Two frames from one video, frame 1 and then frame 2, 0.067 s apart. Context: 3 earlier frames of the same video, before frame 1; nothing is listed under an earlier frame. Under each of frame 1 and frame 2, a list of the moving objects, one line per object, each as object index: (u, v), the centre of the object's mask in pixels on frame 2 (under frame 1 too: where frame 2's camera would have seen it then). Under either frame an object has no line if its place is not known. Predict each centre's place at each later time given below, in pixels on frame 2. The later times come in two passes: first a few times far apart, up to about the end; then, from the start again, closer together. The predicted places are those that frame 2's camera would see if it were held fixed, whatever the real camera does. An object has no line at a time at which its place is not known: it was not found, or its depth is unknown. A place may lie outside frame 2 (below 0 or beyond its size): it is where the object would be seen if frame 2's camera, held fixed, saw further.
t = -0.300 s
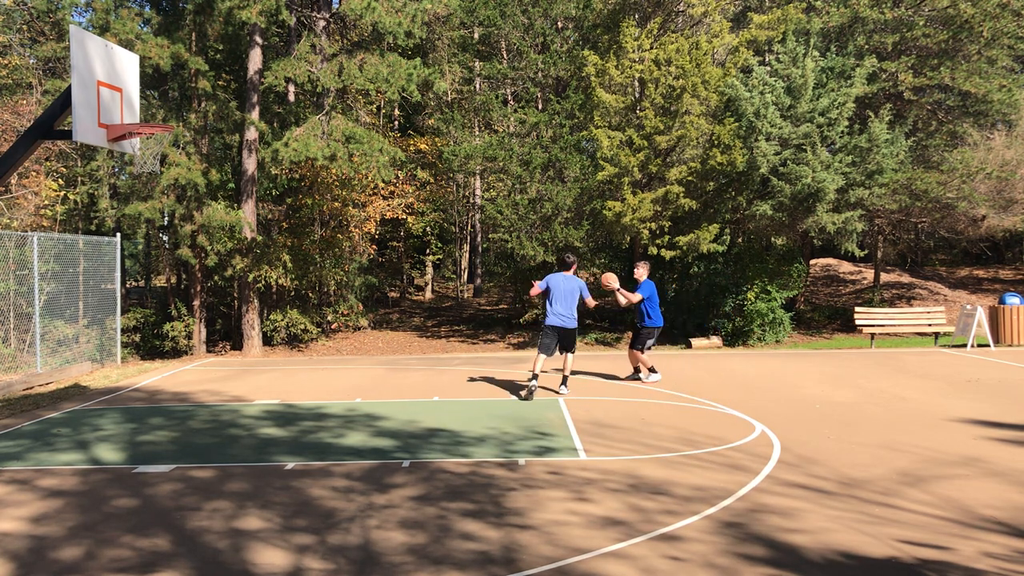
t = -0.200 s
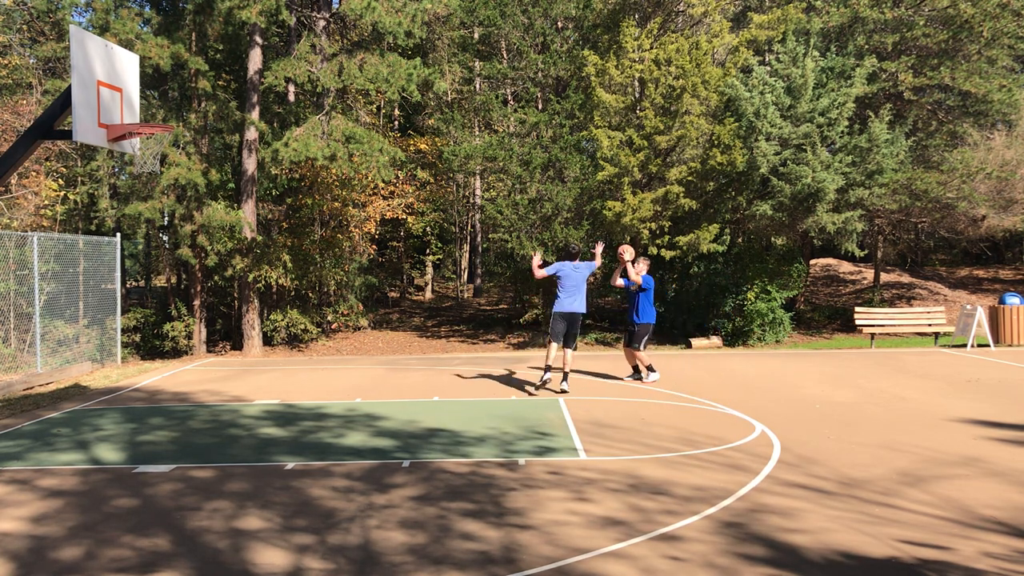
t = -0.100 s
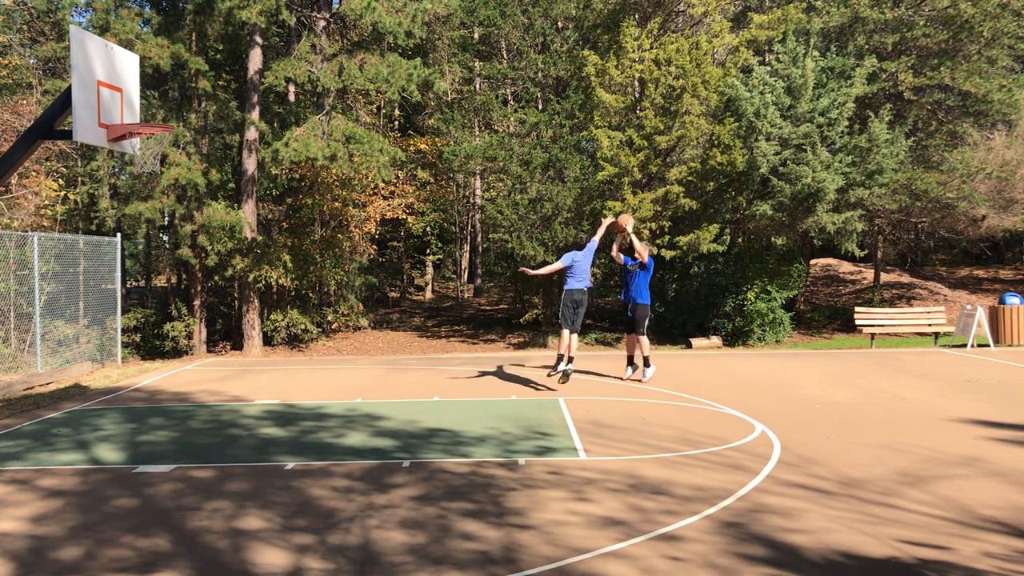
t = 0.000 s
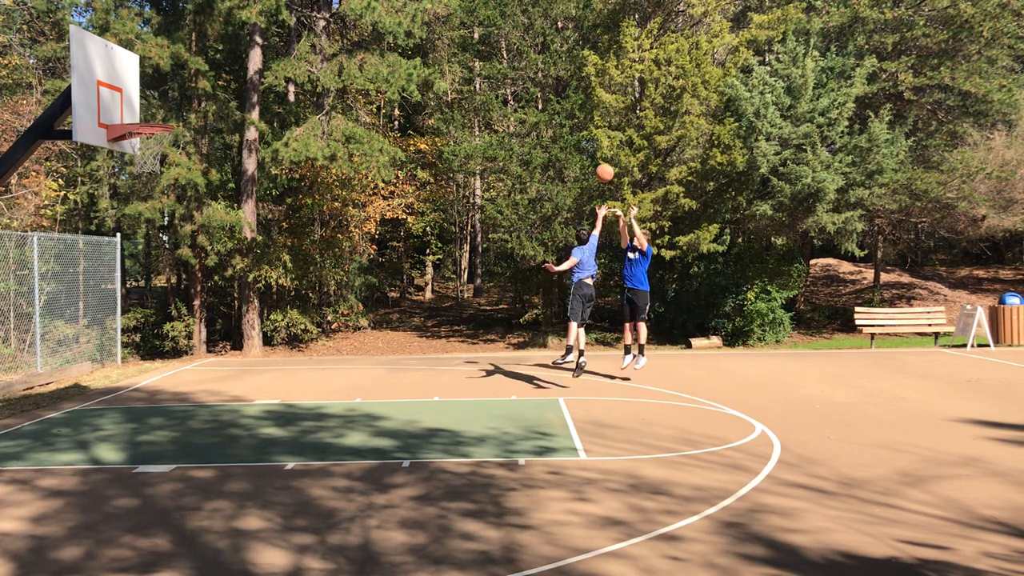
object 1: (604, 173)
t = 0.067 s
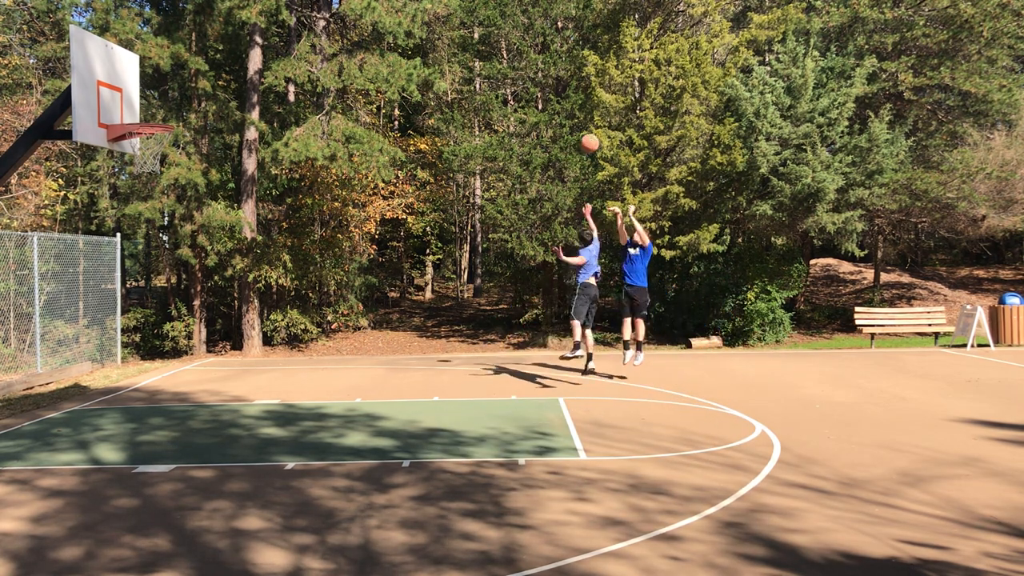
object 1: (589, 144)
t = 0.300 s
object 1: (536, 60)
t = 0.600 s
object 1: (461, 9)
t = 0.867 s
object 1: (390, 23)
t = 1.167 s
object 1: (305, 117)
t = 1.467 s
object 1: (218, 304)
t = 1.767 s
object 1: (148, 320)
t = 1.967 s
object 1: (110, 231)
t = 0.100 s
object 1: (582, 129)
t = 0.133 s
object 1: (575, 116)
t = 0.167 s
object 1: (567, 103)
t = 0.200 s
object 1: (559, 91)
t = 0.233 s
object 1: (551, 80)
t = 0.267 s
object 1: (544, 69)
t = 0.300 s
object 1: (536, 60)
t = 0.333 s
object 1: (528, 51)
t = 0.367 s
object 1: (520, 43)
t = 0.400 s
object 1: (511, 36)
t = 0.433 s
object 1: (504, 29)
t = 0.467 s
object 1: (495, 23)
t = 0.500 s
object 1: (487, 18)
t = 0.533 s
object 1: (478, 14)
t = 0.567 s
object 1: (470, 11)
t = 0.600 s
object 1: (461, 9)
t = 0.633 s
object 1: (452, 8)
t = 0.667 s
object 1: (444, 8)
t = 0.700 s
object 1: (435, 8)
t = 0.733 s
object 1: (426, 9)
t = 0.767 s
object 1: (417, 11)
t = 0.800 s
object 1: (408, 14)
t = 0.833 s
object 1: (399, 18)
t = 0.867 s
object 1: (390, 23)
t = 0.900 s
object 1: (381, 30)
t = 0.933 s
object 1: (372, 36)
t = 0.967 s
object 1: (362, 44)
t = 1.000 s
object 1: (353, 54)
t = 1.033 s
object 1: (343, 64)
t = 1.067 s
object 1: (334, 76)
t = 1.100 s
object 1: (325, 88)
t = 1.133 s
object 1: (315, 103)
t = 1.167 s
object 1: (305, 117)
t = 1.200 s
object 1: (296, 132)
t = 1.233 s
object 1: (286, 149)
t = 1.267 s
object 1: (276, 167)
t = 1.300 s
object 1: (267, 187)
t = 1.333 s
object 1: (257, 208)
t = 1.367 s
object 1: (248, 229)
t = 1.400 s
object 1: (238, 253)
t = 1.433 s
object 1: (228, 278)
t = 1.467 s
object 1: (218, 304)
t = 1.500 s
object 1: (208, 330)
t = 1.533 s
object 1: (197, 358)
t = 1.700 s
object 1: (159, 358)
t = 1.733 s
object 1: (153, 338)
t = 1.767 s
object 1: (148, 320)
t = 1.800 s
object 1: (141, 302)
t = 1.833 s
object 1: (136, 286)
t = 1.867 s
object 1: (129, 271)
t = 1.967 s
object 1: (110, 231)
